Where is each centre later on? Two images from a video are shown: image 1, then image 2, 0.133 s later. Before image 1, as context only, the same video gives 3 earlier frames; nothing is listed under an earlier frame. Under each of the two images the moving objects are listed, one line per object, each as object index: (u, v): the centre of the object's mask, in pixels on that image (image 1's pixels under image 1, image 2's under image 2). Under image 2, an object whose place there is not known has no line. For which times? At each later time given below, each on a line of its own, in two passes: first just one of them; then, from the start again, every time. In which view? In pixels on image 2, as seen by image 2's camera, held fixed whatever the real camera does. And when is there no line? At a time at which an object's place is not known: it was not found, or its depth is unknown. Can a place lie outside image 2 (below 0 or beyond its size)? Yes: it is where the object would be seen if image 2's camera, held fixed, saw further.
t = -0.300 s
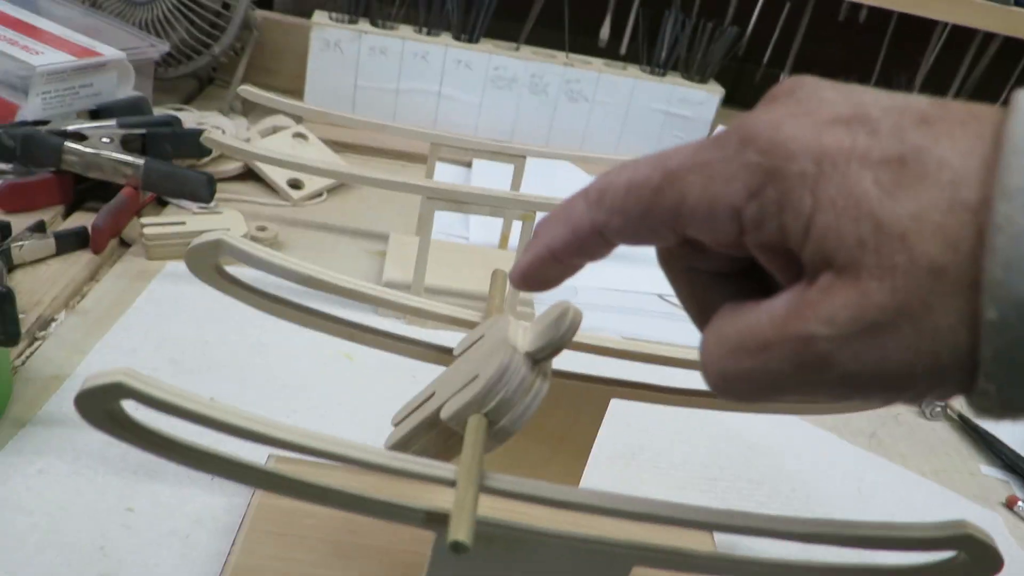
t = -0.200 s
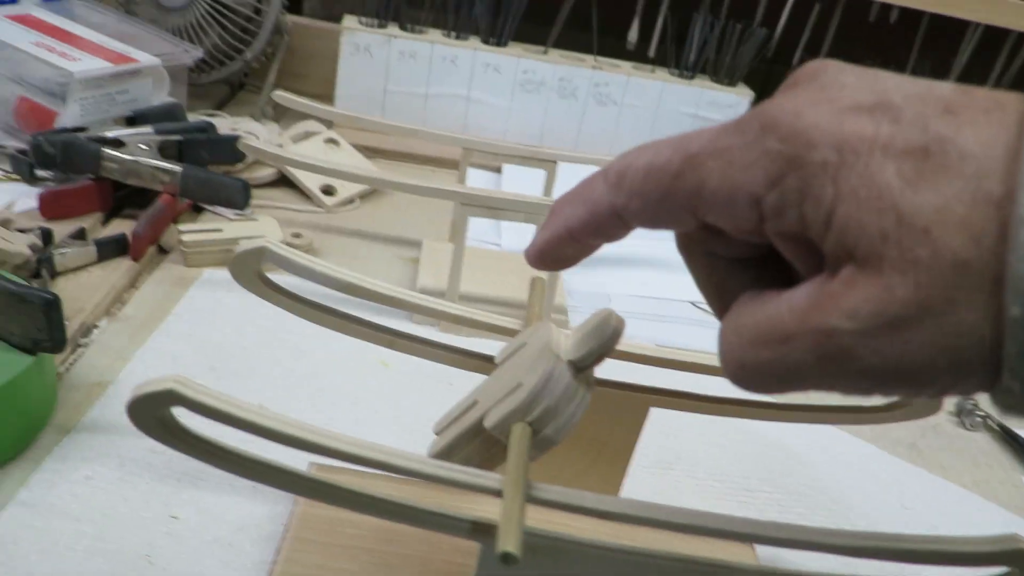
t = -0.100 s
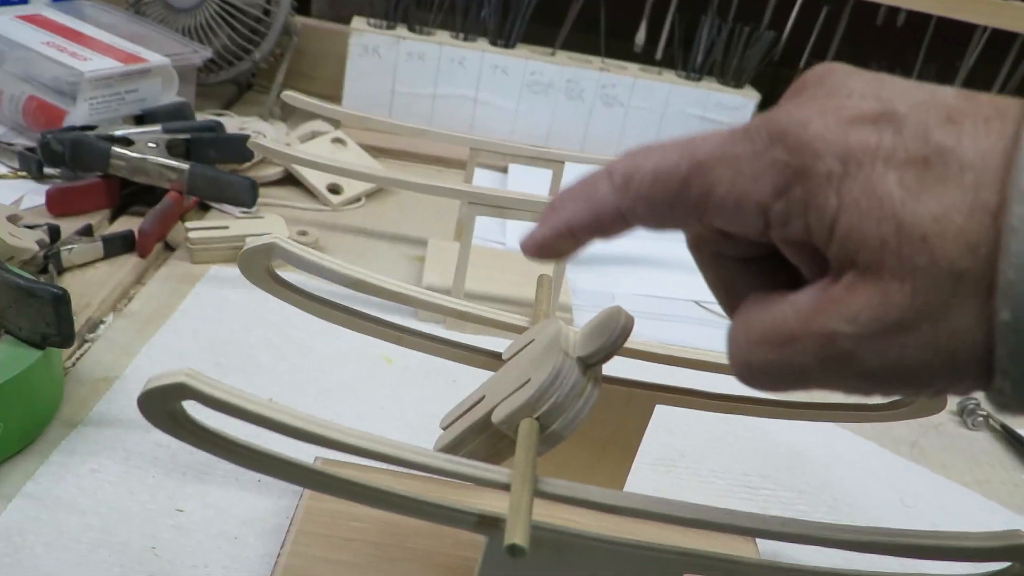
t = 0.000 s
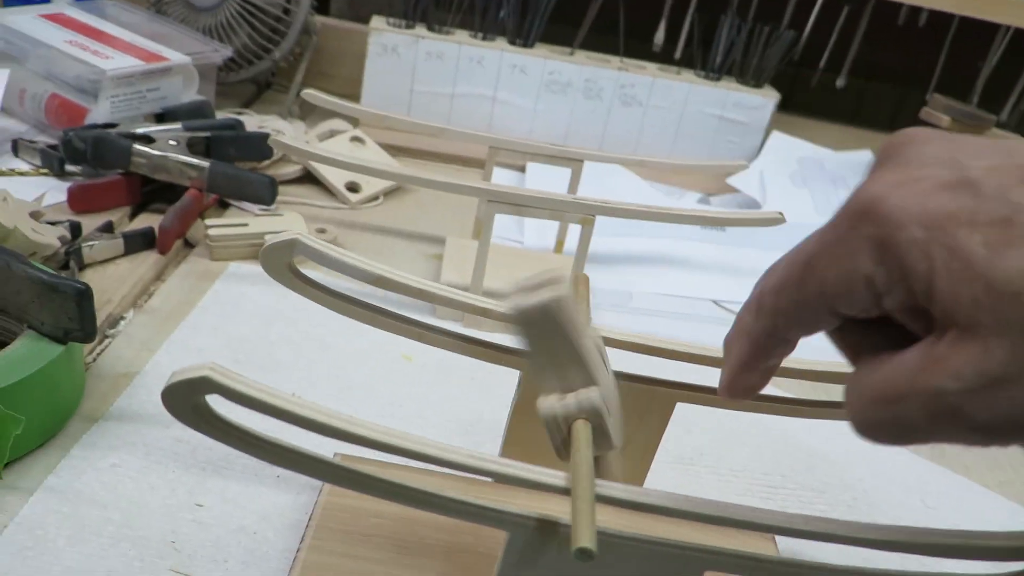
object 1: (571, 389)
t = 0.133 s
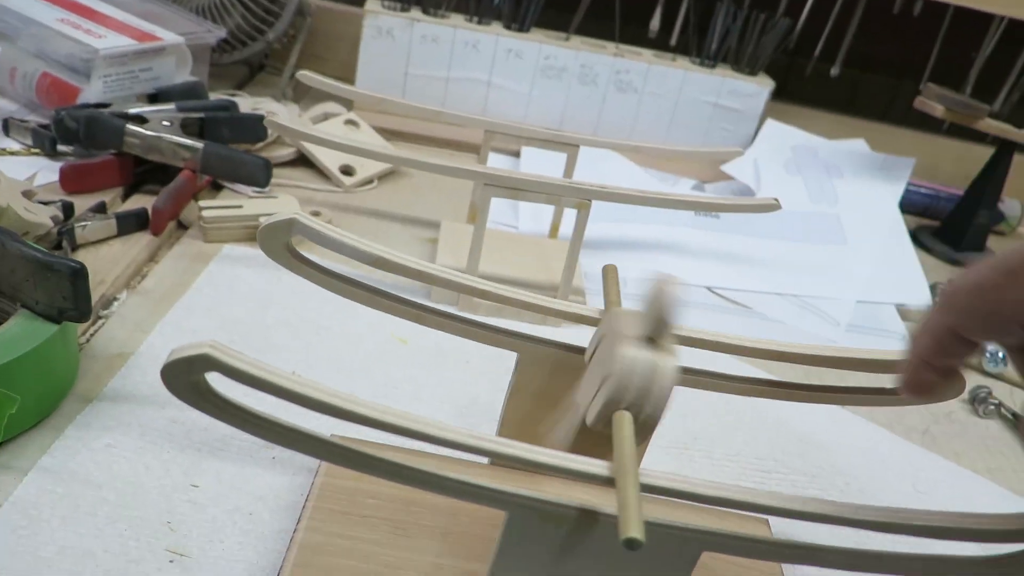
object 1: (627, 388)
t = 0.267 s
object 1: (668, 386)
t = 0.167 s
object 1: (624, 392)
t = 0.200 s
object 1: (628, 384)
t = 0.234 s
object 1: (655, 380)
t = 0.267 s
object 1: (668, 386)
